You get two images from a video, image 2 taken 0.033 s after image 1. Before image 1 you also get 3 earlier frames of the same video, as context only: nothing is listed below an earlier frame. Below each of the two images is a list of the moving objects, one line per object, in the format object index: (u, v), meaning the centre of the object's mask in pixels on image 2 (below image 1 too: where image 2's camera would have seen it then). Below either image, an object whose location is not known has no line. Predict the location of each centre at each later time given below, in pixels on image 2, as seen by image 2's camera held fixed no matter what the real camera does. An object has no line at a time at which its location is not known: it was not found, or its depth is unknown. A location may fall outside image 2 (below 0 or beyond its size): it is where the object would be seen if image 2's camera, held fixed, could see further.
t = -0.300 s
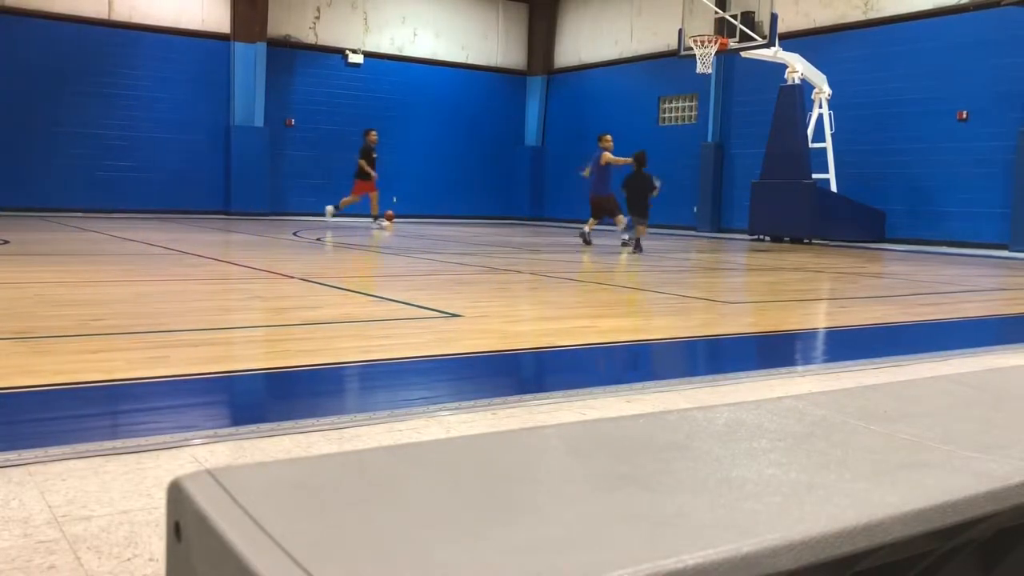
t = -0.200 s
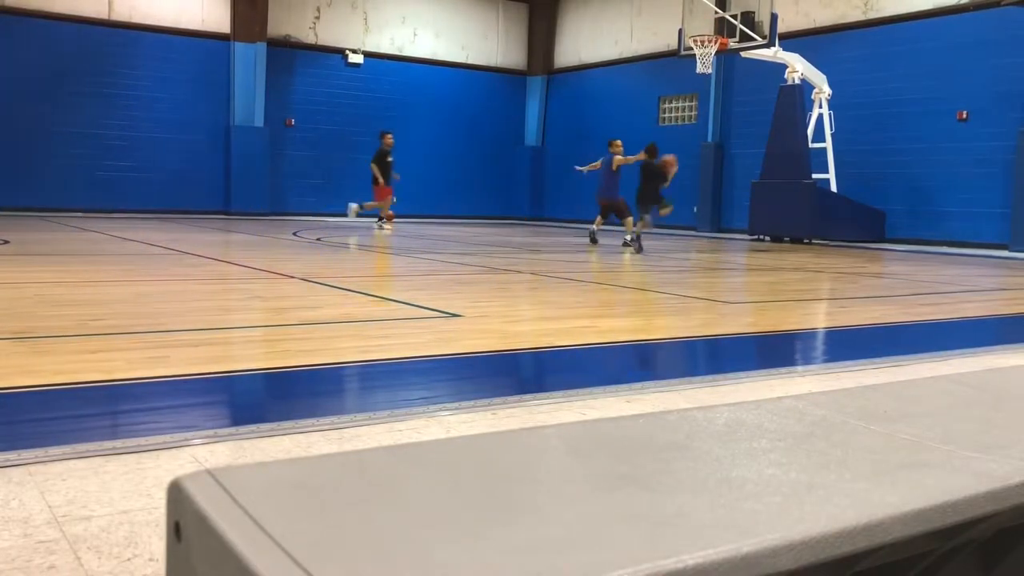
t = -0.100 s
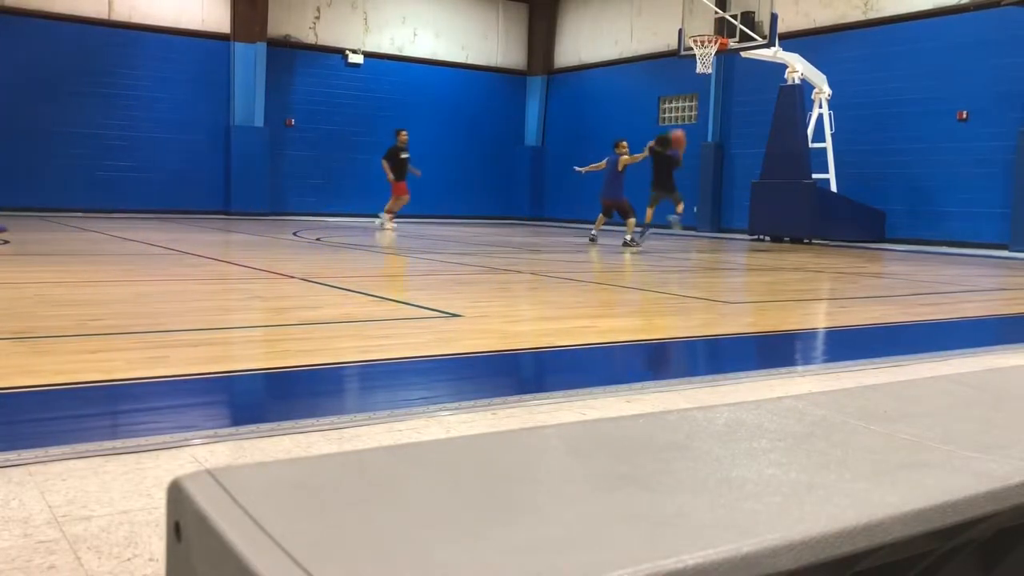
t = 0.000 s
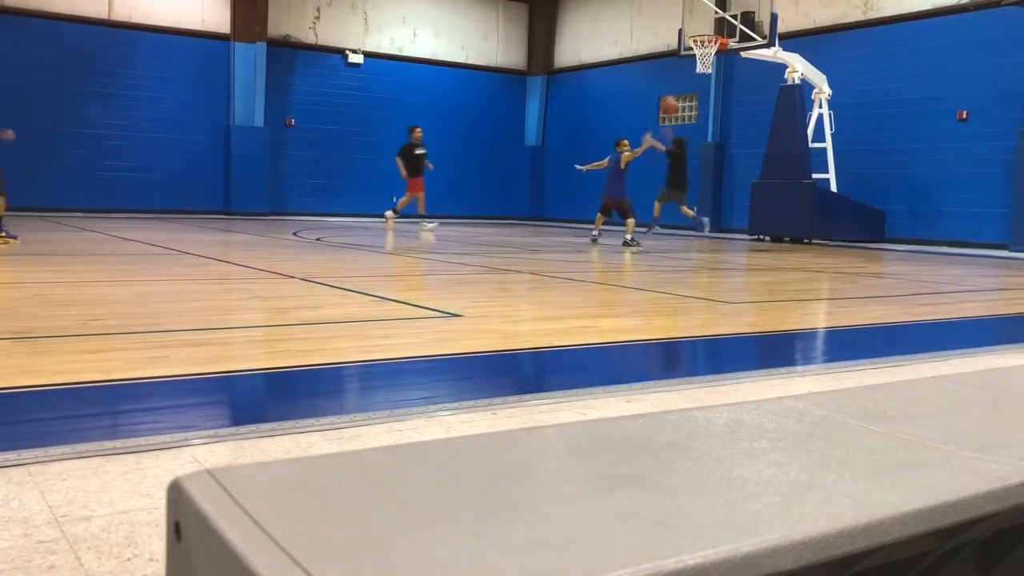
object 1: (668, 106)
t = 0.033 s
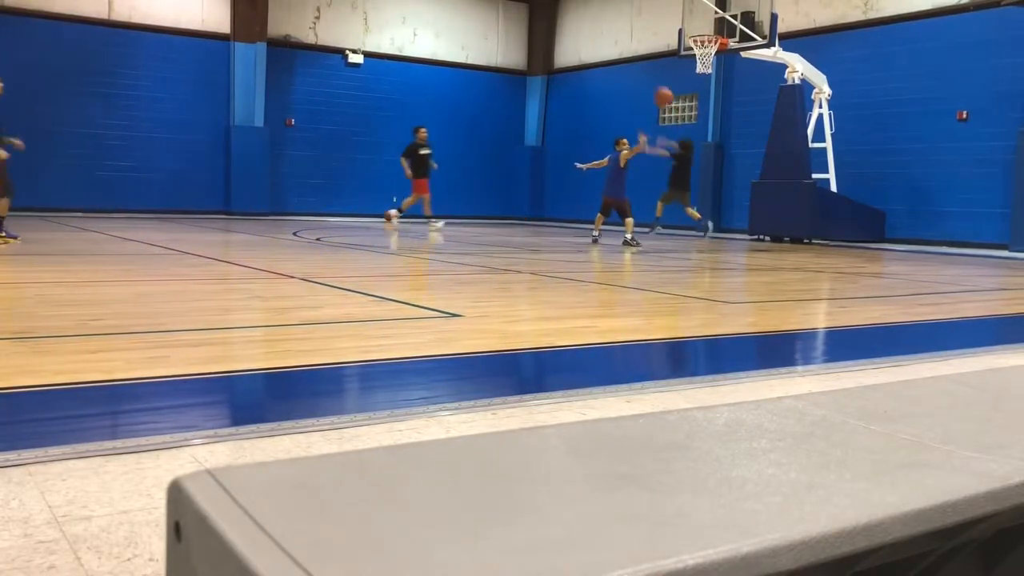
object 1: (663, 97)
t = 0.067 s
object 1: (657, 88)
